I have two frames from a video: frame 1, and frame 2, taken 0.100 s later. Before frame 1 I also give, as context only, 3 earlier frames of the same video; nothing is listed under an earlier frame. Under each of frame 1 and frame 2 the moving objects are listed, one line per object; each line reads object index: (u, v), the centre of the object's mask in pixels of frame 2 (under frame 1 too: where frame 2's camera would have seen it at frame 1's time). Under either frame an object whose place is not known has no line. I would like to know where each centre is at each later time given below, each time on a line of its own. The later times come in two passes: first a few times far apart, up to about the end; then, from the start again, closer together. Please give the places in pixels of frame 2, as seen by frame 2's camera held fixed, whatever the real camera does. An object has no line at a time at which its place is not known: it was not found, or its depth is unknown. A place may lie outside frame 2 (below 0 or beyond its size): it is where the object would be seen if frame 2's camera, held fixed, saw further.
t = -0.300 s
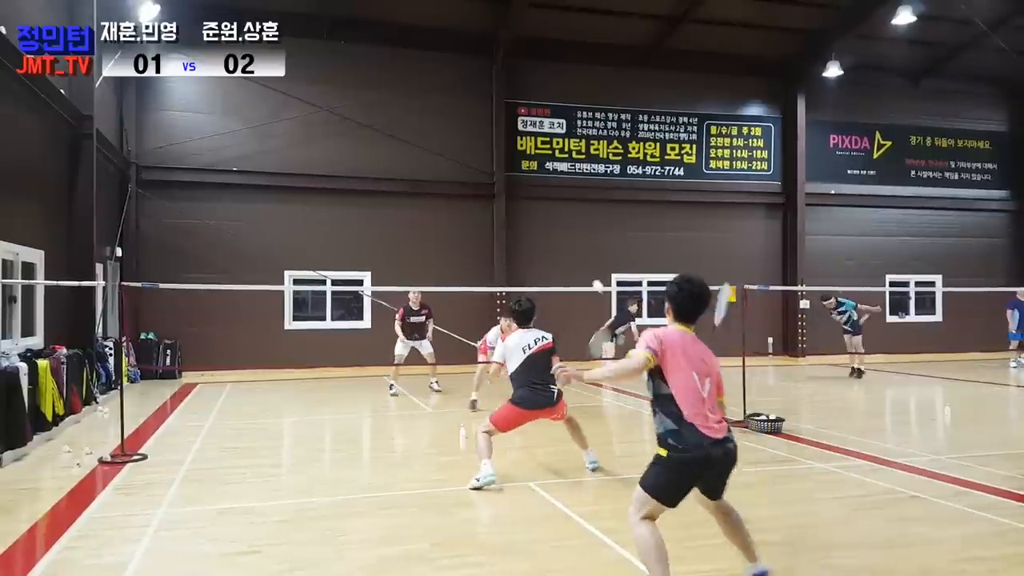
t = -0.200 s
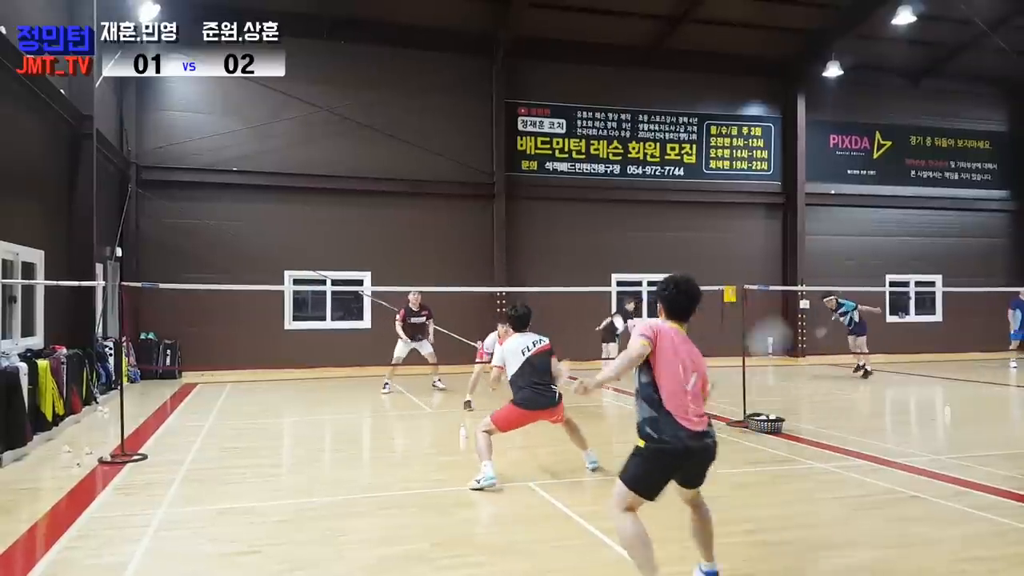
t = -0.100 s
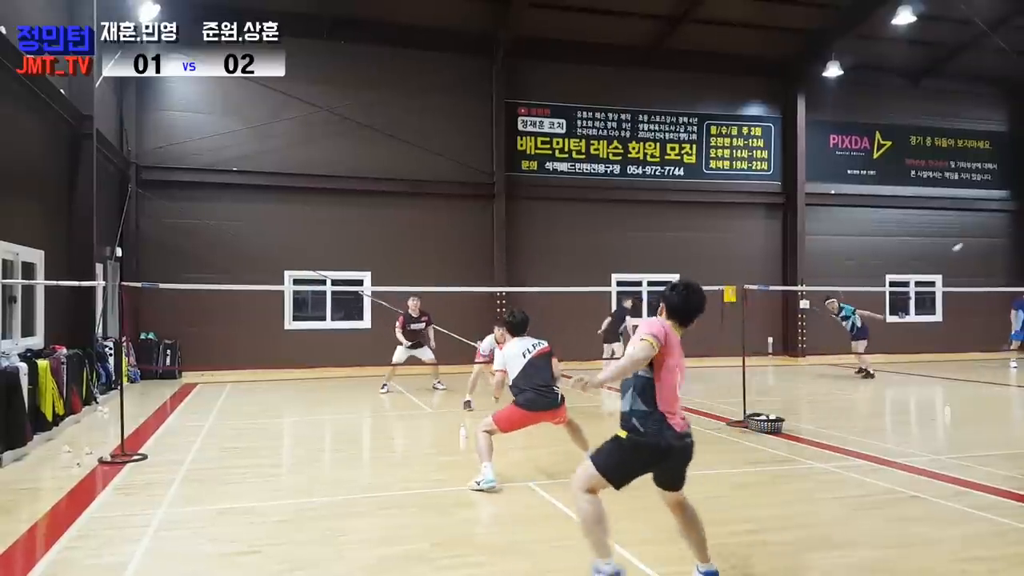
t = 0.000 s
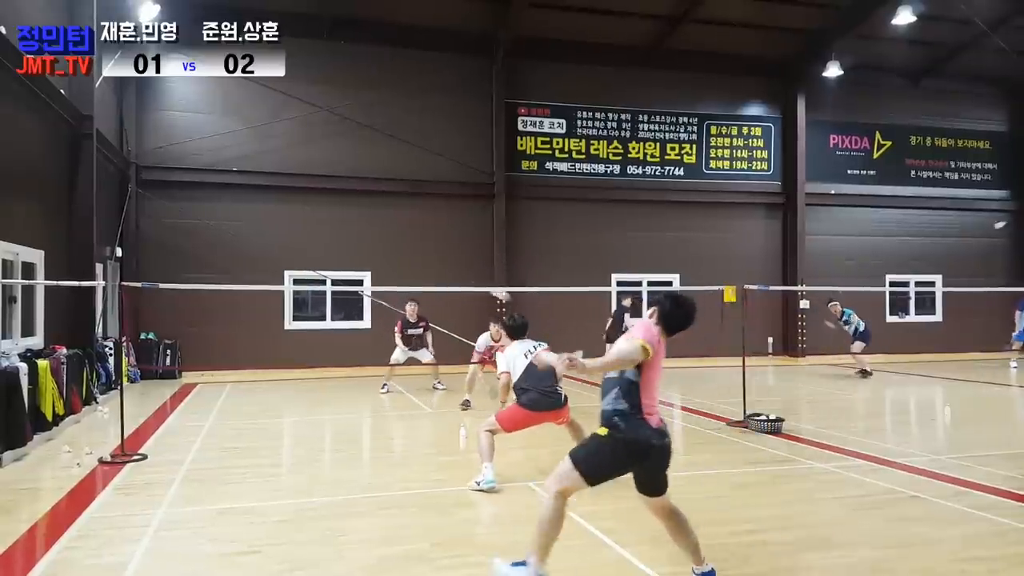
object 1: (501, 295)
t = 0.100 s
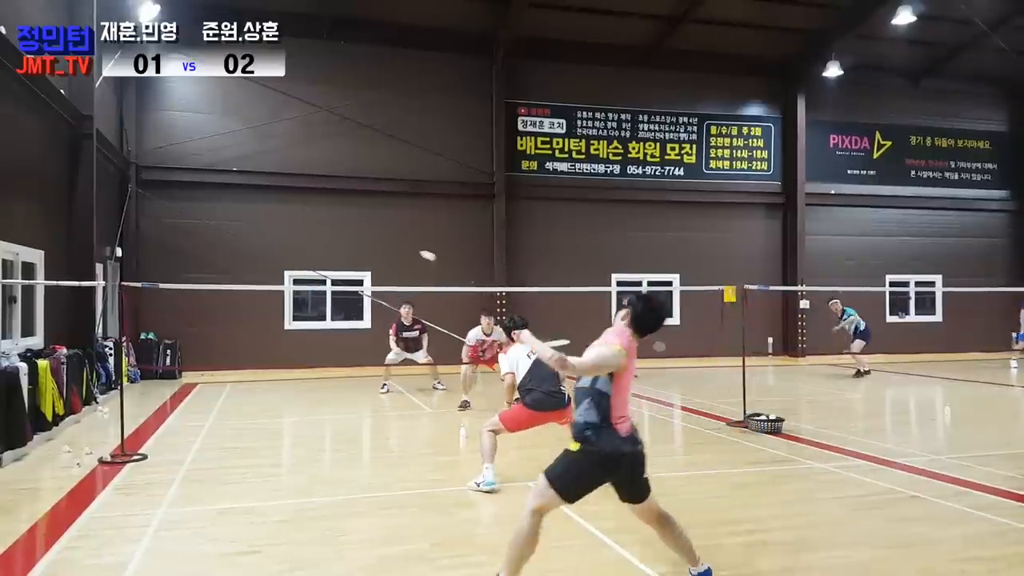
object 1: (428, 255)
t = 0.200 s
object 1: (386, 240)
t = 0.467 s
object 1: (312, 246)
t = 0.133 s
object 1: (418, 251)
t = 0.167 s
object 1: (401, 244)
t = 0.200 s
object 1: (386, 240)
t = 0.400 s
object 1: (326, 240)
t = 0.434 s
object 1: (318, 243)
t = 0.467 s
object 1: (312, 246)
